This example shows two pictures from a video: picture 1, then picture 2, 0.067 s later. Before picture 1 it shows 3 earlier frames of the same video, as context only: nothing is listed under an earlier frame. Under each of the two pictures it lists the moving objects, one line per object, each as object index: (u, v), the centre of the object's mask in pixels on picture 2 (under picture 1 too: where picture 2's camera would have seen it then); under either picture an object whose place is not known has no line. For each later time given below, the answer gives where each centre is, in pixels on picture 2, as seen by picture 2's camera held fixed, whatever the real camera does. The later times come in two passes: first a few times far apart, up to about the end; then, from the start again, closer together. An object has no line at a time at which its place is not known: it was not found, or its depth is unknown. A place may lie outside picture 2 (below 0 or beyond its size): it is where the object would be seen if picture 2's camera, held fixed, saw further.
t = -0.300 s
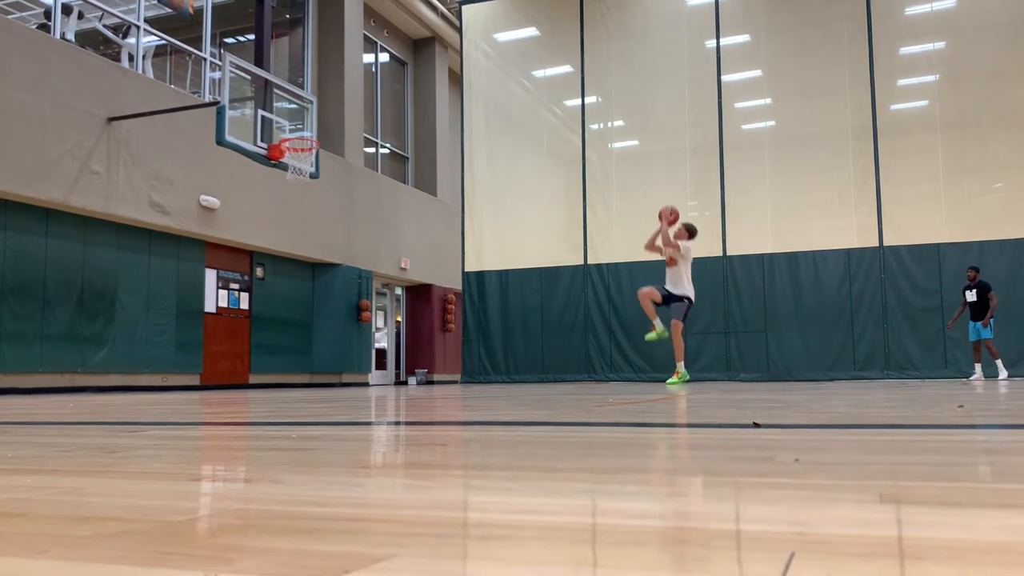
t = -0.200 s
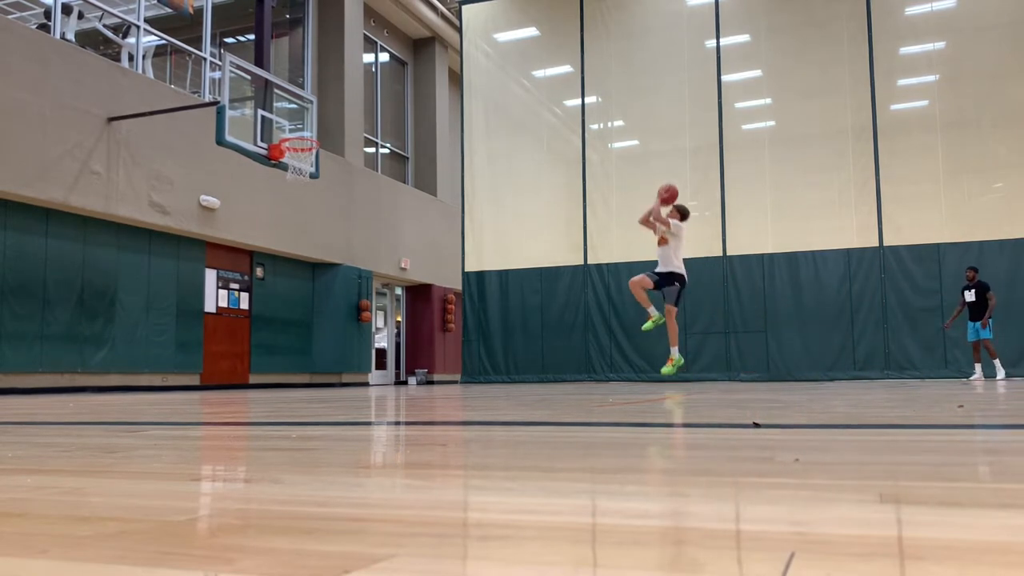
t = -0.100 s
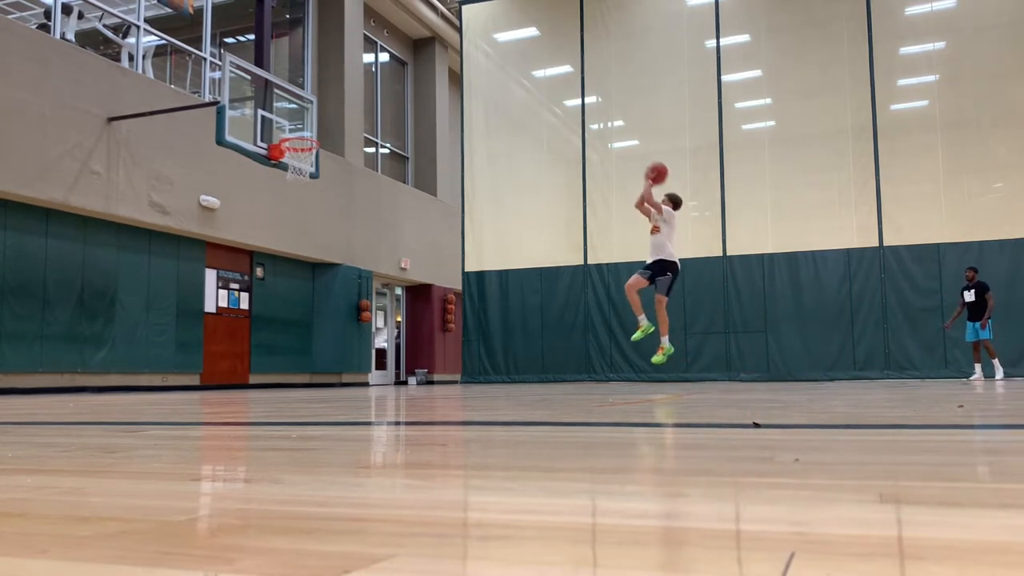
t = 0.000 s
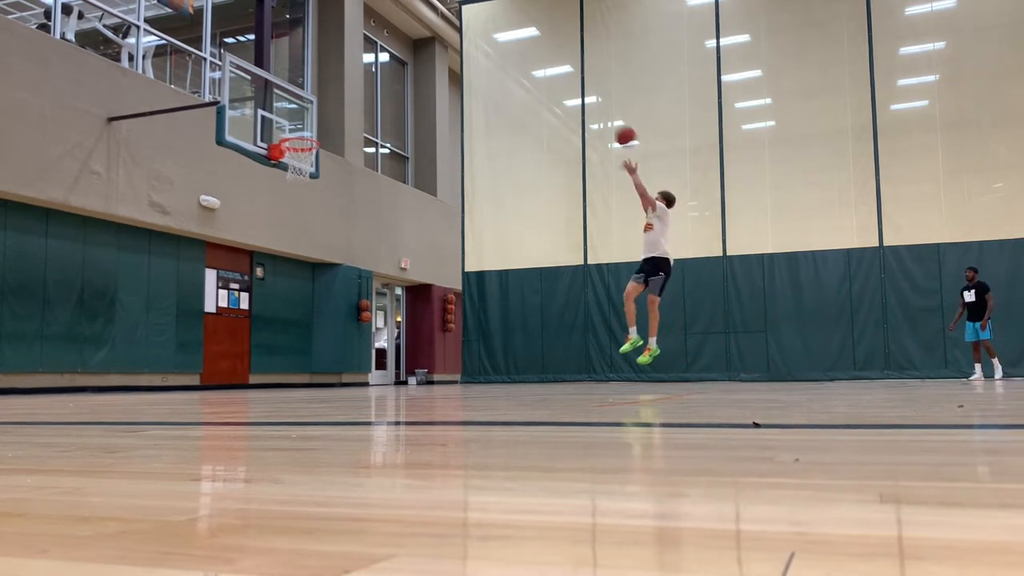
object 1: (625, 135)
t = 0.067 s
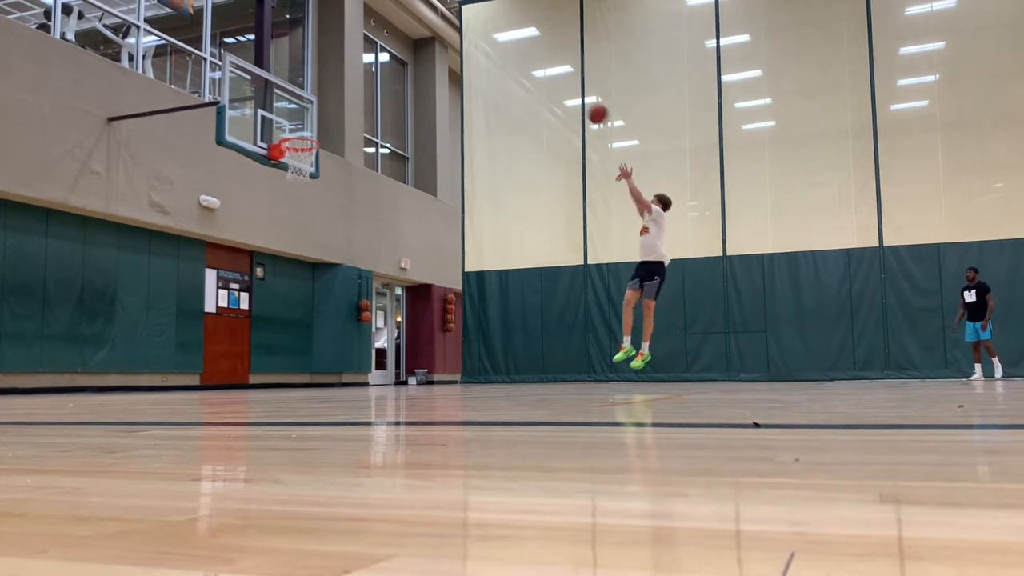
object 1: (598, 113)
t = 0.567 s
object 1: (409, 65)
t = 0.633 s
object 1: (386, 73)
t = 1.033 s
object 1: (292, 155)
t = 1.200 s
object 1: (294, 183)
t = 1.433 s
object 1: (305, 260)
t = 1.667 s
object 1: (316, 378)
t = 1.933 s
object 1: (335, 286)
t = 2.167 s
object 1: (350, 247)
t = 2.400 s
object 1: (365, 251)
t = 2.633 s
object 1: (381, 298)
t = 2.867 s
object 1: (395, 368)
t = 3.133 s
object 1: (407, 301)
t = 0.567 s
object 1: (409, 65)
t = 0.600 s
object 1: (397, 68)
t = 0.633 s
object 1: (386, 73)
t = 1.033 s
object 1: (292, 155)
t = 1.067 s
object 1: (287, 161)
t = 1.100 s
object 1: (289, 164)
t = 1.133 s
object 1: (292, 173)
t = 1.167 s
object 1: (293, 176)
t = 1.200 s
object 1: (294, 183)
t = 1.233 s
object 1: (296, 191)
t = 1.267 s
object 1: (297, 201)
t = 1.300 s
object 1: (299, 211)
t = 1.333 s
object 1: (300, 221)
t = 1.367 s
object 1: (302, 233)
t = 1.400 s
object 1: (304, 245)
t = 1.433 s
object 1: (305, 260)
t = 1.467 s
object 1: (308, 273)
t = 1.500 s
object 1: (309, 288)
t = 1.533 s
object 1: (311, 304)
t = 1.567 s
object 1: (312, 322)
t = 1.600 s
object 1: (314, 339)
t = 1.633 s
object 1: (314, 359)
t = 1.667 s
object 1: (316, 378)
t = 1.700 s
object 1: (318, 368)
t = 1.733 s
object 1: (321, 354)
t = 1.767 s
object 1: (323, 341)
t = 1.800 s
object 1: (325, 328)
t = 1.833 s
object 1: (328, 316)
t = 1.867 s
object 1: (330, 305)
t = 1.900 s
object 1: (332, 295)
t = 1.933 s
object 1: (335, 286)
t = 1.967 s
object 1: (337, 278)
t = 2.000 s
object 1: (339, 271)
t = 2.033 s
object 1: (341, 265)
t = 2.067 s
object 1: (343, 259)
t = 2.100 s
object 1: (345, 253)
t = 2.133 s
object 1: (348, 250)
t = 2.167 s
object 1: (350, 247)
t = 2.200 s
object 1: (352, 245)
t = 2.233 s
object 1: (354, 243)
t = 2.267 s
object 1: (356, 243)
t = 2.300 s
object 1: (359, 244)
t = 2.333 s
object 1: (361, 245)
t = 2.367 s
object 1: (363, 247)
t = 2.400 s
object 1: (365, 251)
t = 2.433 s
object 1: (367, 255)
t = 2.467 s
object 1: (369, 260)
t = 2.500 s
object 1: (372, 266)
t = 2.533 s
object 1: (374, 273)
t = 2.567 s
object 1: (376, 280)
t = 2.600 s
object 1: (379, 289)
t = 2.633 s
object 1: (381, 298)
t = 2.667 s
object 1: (383, 310)
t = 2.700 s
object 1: (384, 321)
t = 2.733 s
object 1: (387, 334)
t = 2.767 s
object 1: (389, 349)
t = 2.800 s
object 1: (391, 362)
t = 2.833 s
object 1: (393, 378)
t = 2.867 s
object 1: (395, 368)
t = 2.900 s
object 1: (396, 356)
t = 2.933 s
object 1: (398, 346)
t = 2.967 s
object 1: (400, 336)
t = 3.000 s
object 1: (401, 327)
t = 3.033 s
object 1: (402, 319)
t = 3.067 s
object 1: (404, 312)
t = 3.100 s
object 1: (405, 306)
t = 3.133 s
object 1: (407, 301)
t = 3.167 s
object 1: (408, 297)
